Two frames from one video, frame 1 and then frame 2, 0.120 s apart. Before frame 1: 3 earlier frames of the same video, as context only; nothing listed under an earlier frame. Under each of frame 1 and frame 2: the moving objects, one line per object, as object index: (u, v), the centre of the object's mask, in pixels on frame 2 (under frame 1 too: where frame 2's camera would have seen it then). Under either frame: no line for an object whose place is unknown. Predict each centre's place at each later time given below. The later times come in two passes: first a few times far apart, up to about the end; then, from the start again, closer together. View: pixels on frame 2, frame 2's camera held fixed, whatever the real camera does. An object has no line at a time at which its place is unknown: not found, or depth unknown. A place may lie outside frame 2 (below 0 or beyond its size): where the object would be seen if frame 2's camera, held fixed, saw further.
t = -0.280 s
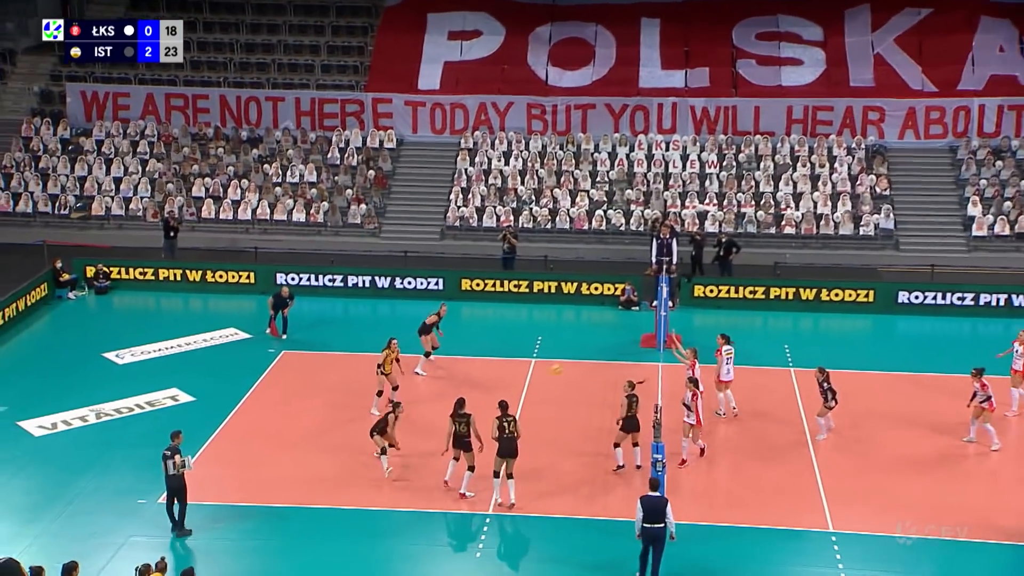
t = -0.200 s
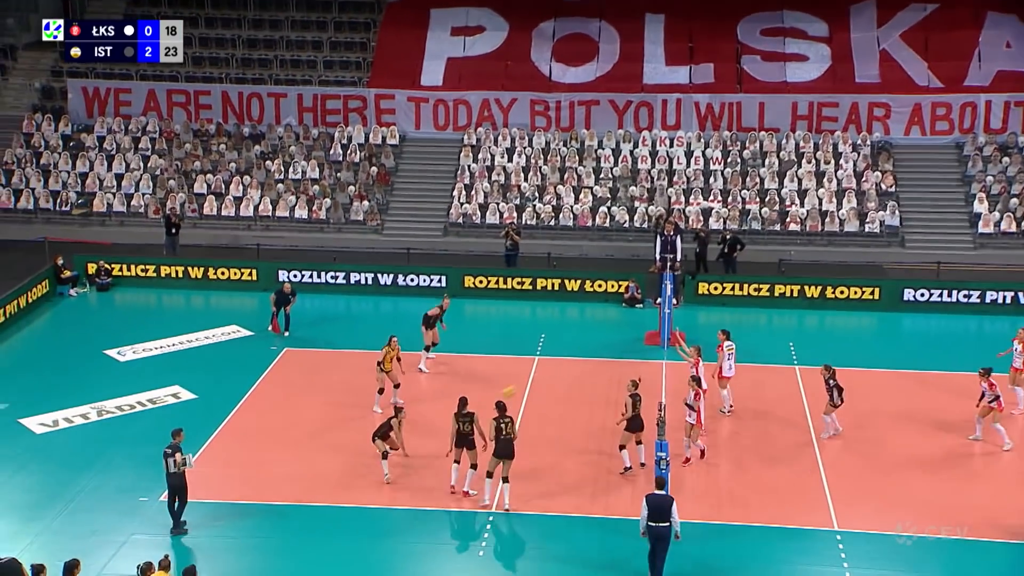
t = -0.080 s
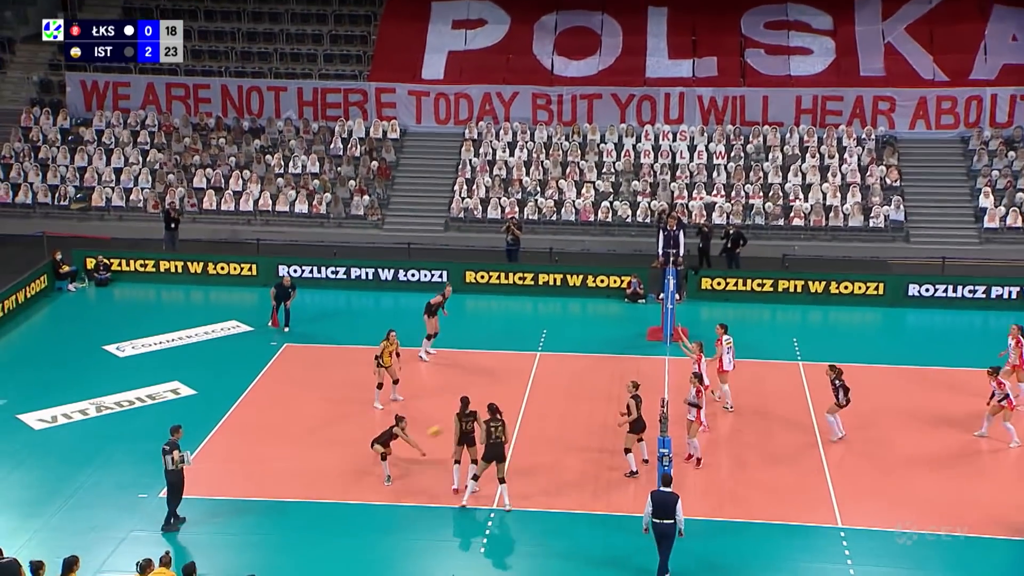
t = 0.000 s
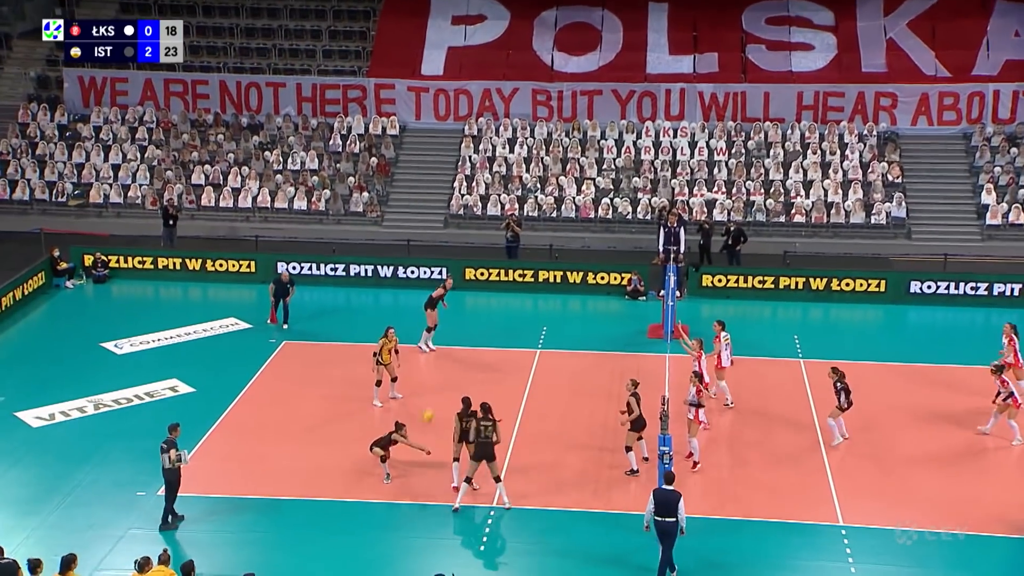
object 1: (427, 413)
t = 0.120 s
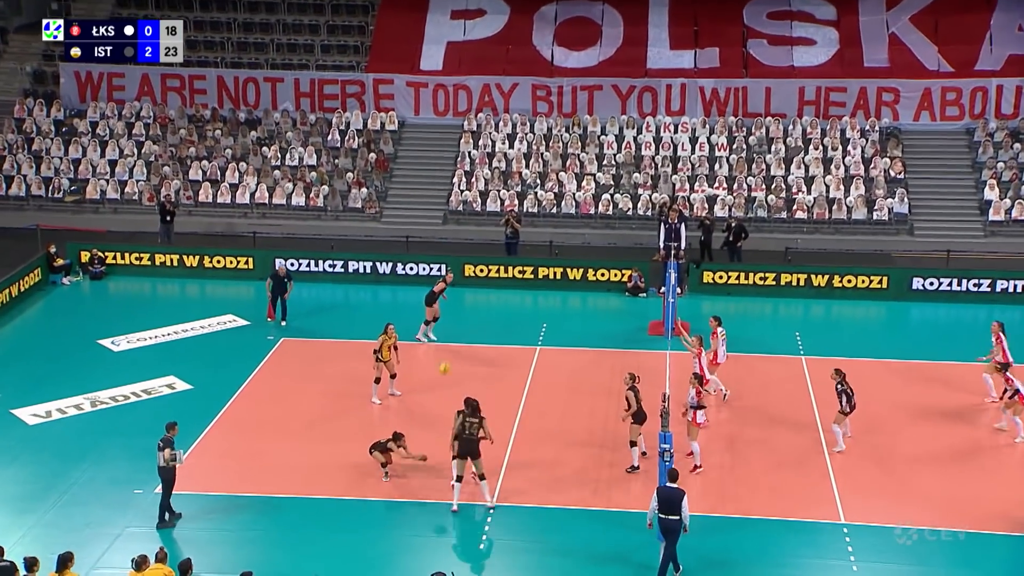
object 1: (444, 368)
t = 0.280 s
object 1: (466, 319)
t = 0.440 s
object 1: (487, 284)
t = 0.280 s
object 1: (466, 319)
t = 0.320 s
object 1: (471, 309)
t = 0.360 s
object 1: (476, 300)
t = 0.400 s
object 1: (482, 291)
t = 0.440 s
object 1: (487, 284)
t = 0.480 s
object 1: (492, 279)
